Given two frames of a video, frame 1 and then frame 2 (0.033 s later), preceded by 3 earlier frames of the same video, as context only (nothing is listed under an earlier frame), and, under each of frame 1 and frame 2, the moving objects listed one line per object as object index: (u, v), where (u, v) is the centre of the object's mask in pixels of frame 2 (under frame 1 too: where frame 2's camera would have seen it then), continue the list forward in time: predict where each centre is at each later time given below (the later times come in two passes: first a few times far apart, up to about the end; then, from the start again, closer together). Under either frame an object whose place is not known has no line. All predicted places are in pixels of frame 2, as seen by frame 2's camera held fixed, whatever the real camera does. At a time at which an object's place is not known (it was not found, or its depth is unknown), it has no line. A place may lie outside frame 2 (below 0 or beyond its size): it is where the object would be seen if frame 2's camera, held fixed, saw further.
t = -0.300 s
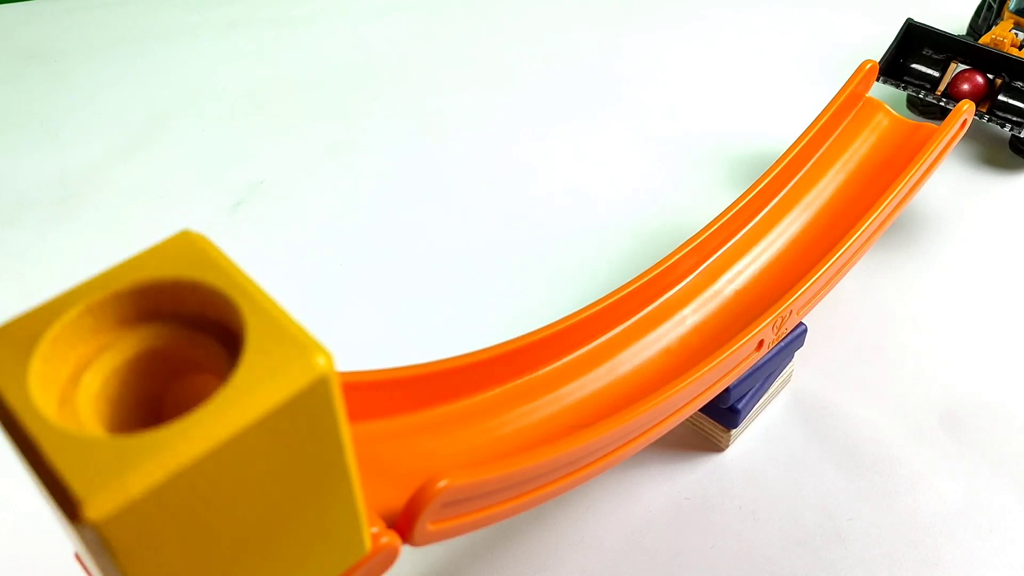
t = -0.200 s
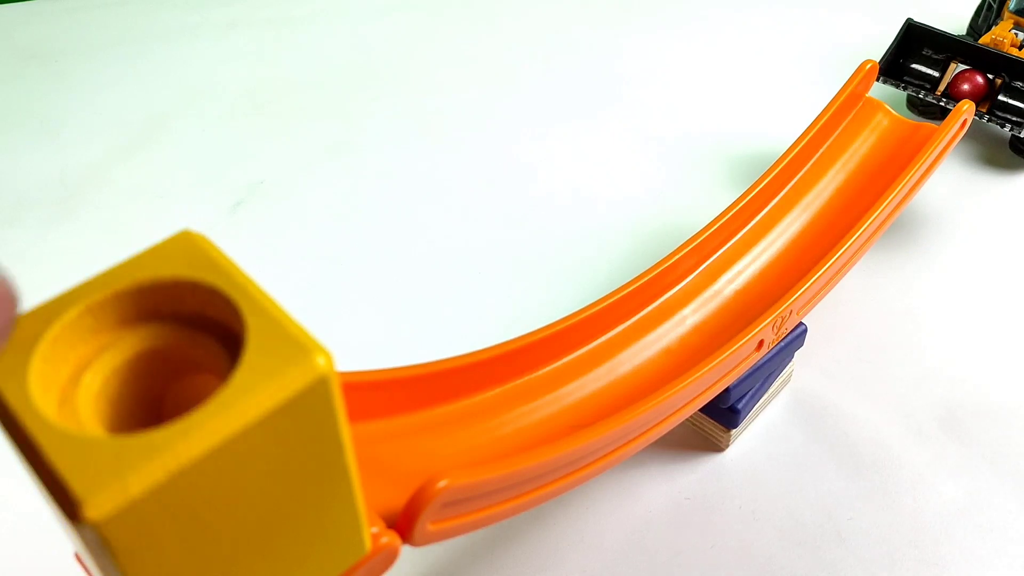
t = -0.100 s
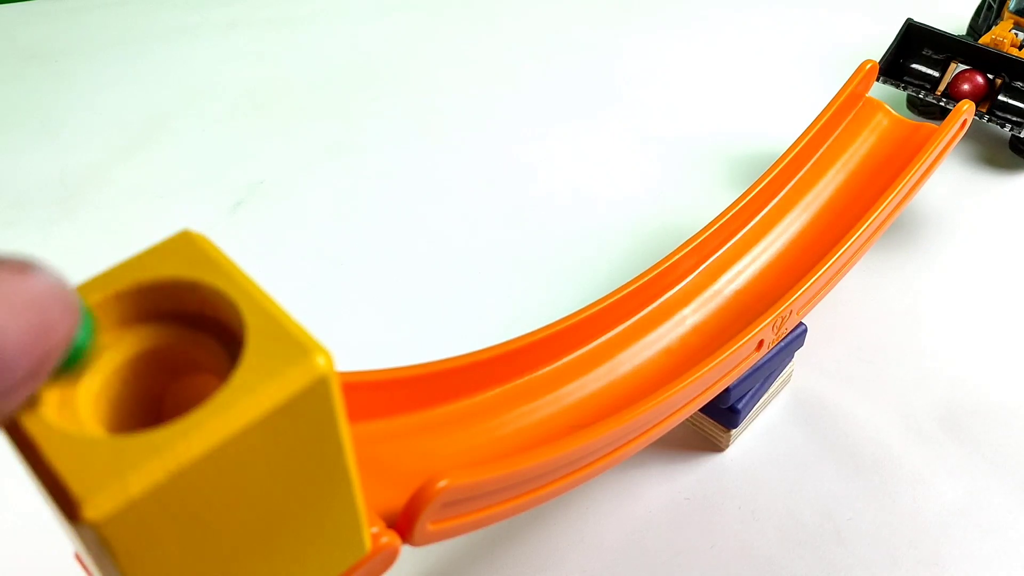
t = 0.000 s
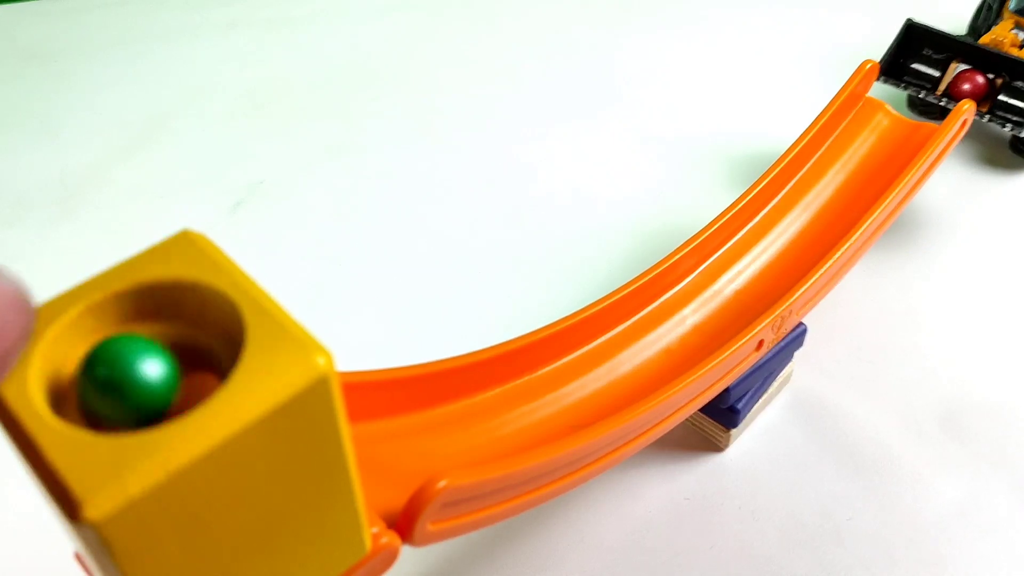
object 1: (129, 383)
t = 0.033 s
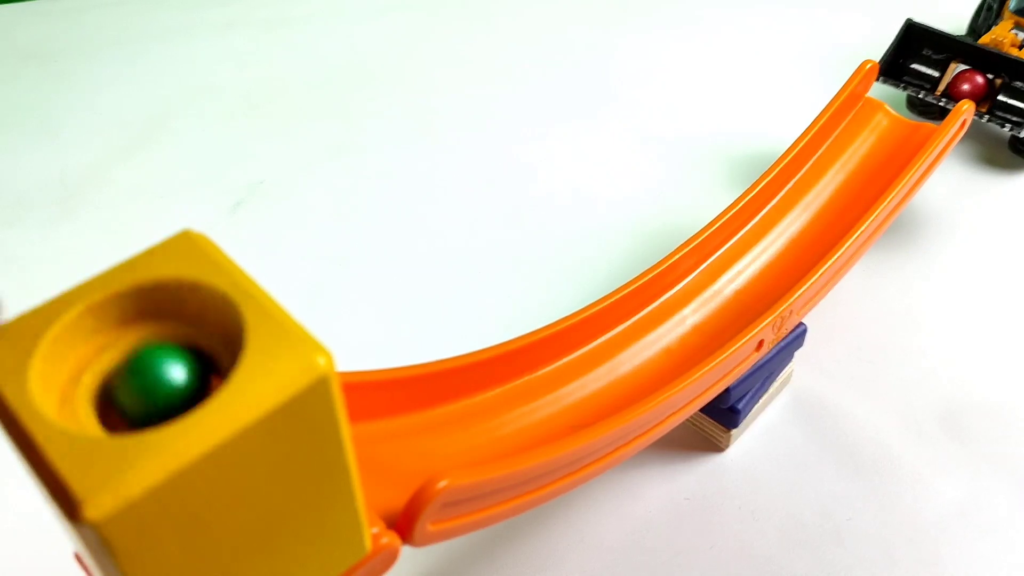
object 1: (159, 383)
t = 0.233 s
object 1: (490, 440)
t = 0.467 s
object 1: (868, 148)
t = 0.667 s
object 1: (1010, 105)
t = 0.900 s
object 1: (987, 94)
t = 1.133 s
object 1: (991, 97)
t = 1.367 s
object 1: (985, 93)
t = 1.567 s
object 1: (992, 97)
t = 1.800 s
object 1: (988, 95)
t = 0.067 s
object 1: (176, 403)
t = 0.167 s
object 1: (363, 412)
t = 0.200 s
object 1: (421, 440)
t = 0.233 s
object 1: (490, 440)
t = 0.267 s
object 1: (556, 417)
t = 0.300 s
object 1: (604, 374)
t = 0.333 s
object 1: (664, 324)
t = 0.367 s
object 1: (729, 285)
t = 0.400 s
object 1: (795, 242)
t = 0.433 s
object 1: (839, 196)
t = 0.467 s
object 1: (868, 148)
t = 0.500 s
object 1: (904, 106)
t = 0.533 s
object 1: (935, 81)
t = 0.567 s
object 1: (960, 79)
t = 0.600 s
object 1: (980, 89)
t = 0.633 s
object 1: (999, 98)
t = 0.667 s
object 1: (1010, 105)
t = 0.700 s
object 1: (1009, 105)
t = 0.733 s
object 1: (1007, 103)
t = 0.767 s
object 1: (1005, 102)
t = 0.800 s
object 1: (1001, 101)
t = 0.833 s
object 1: (996, 99)
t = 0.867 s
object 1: (992, 97)
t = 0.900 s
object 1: (987, 94)
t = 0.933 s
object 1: (983, 92)
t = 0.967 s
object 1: (982, 91)
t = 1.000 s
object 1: (981, 91)
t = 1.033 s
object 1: (982, 92)
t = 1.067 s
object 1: (985, 93)
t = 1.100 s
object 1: (988, 95)
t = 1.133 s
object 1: (991, 97)
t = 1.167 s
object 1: (993, 98)
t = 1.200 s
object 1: (994, 98)
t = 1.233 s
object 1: (993, 98)
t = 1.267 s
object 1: (990, 97)
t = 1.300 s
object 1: (988, 95)
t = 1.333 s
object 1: (986, 94)
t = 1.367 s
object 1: (985, 93)
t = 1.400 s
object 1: (987, 94)
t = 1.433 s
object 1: (988, 95)
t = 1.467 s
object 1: (989, 96)
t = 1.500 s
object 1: (991, 97)
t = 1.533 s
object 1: (991, 97)
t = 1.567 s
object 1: (992, 97)
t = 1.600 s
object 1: (991, 97)
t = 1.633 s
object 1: (990, 96)
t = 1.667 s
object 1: (988, 95)
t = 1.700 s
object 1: (987, 94)
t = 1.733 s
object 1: (986, 94)
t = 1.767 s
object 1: (987, 94)
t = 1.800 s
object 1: (988, 95)
